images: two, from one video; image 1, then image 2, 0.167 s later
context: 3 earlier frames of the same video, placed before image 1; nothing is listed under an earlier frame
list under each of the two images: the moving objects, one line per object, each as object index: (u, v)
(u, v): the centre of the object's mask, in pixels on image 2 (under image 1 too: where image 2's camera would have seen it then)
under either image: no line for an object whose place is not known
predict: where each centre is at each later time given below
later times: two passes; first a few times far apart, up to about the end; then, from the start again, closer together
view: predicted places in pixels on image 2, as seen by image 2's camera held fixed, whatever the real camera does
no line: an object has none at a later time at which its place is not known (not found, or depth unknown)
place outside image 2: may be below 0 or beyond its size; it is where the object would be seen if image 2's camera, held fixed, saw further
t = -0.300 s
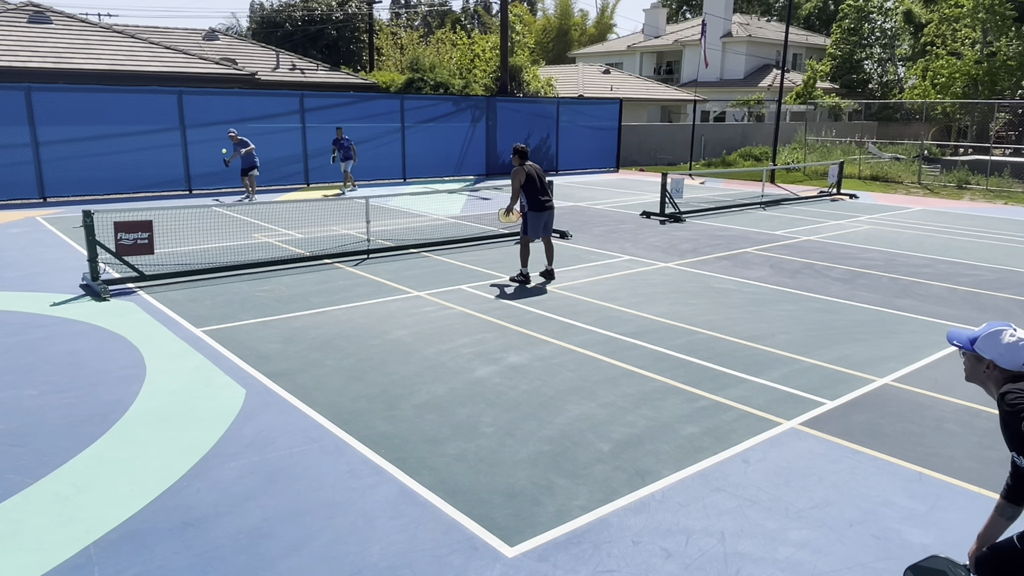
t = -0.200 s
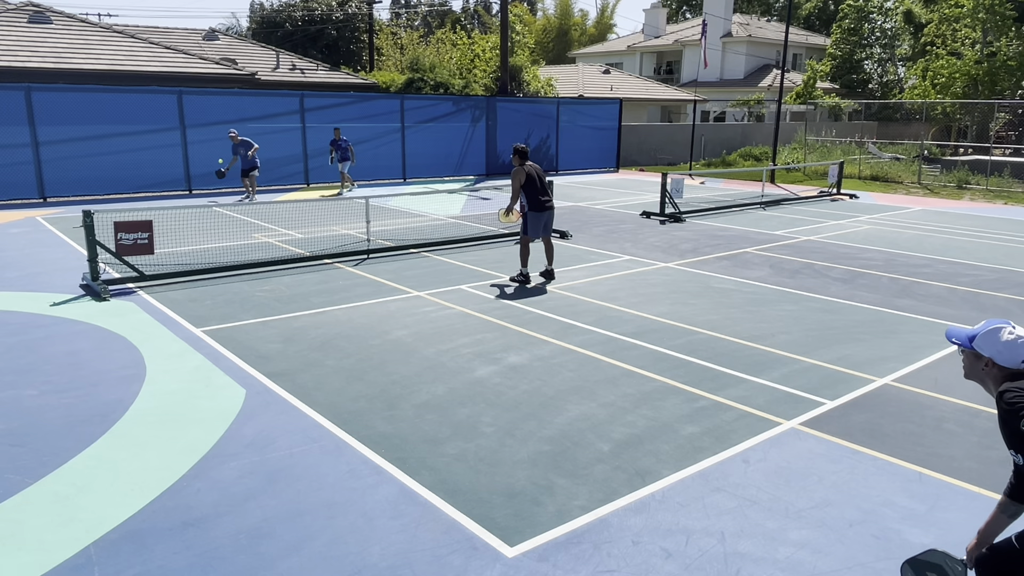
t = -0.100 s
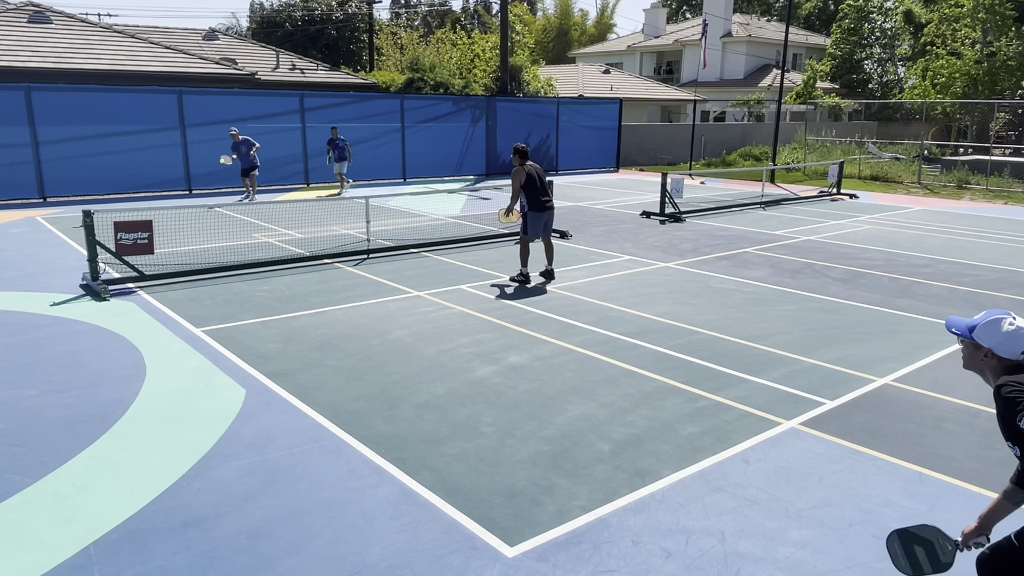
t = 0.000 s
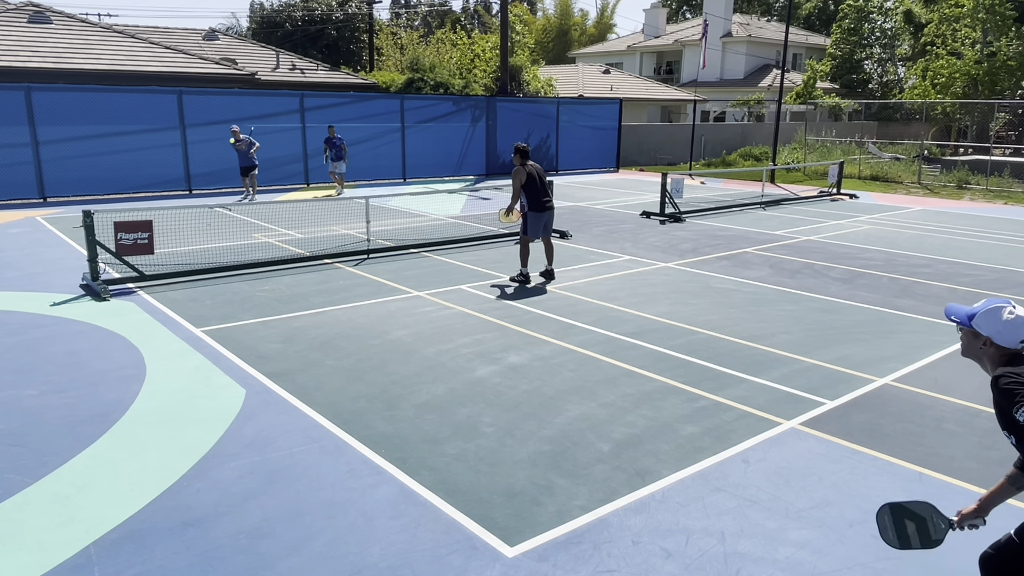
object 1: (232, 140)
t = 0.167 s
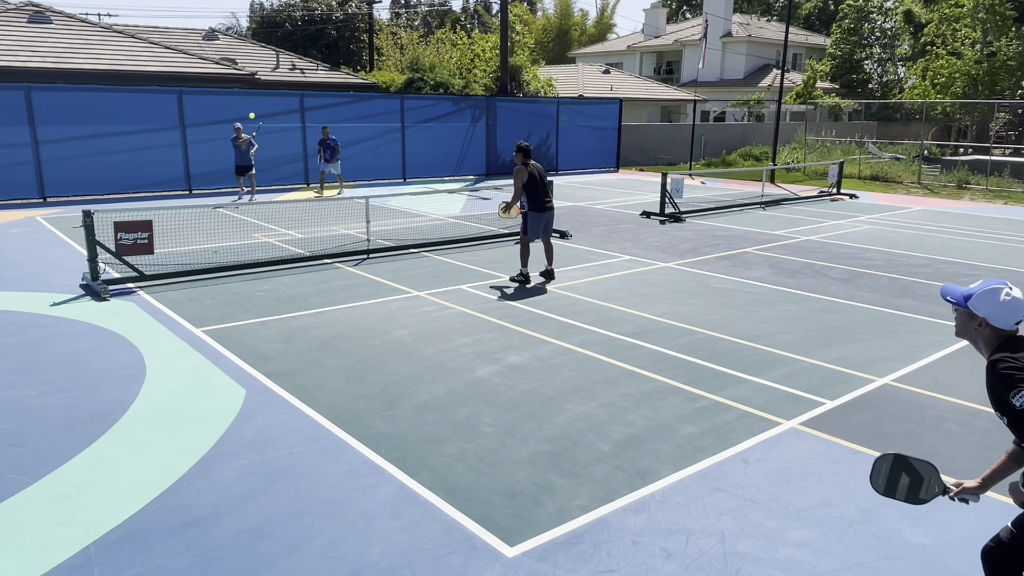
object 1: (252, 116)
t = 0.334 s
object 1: (277, 107)
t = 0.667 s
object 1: (359, 181)
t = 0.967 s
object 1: (512, 489)
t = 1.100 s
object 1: (593, 480)
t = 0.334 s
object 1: (277, 107)
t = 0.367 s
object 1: (283, 108)
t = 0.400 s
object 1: (290, 110)
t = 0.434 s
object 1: (297, 113)
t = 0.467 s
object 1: (304, 118)
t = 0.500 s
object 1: (311, 124)
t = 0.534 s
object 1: (320, 131)
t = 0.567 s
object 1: (328, 141)
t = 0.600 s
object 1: (338, 152)
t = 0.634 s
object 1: (348, 166)
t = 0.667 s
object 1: (359, 181)
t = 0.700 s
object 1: (371, 200)
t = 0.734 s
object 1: (384, 222)
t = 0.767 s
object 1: (398, 246)
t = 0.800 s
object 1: (413, 275)
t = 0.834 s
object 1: (429, 308)
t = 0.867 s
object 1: (447, 346)
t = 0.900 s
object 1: (467, 389)
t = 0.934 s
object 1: (489, 438)
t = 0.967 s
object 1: (512, 489)
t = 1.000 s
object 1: (529, 484)
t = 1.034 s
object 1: (548, 480)
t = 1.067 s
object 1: (569, 479)
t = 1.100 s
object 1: (593, 480)
